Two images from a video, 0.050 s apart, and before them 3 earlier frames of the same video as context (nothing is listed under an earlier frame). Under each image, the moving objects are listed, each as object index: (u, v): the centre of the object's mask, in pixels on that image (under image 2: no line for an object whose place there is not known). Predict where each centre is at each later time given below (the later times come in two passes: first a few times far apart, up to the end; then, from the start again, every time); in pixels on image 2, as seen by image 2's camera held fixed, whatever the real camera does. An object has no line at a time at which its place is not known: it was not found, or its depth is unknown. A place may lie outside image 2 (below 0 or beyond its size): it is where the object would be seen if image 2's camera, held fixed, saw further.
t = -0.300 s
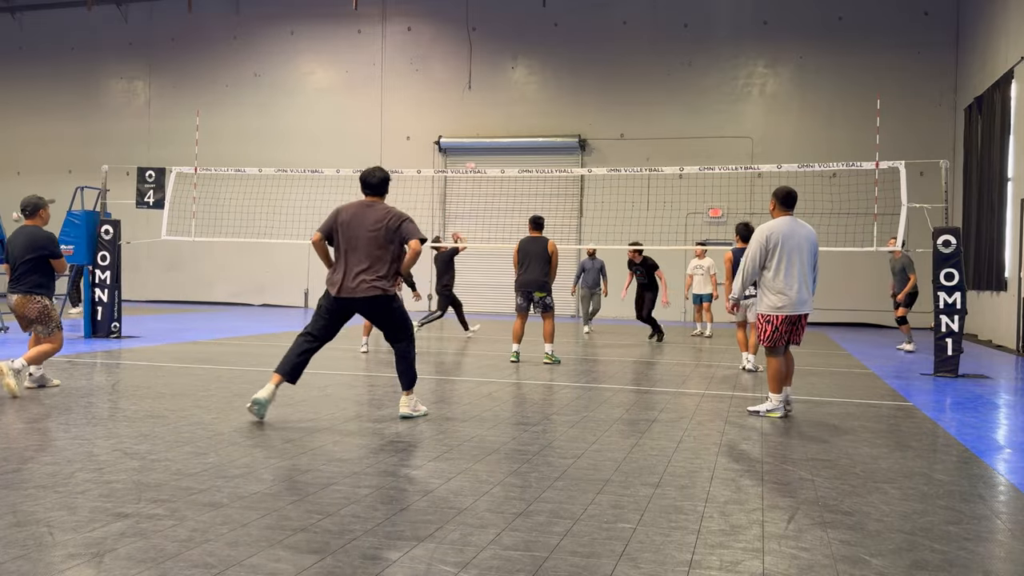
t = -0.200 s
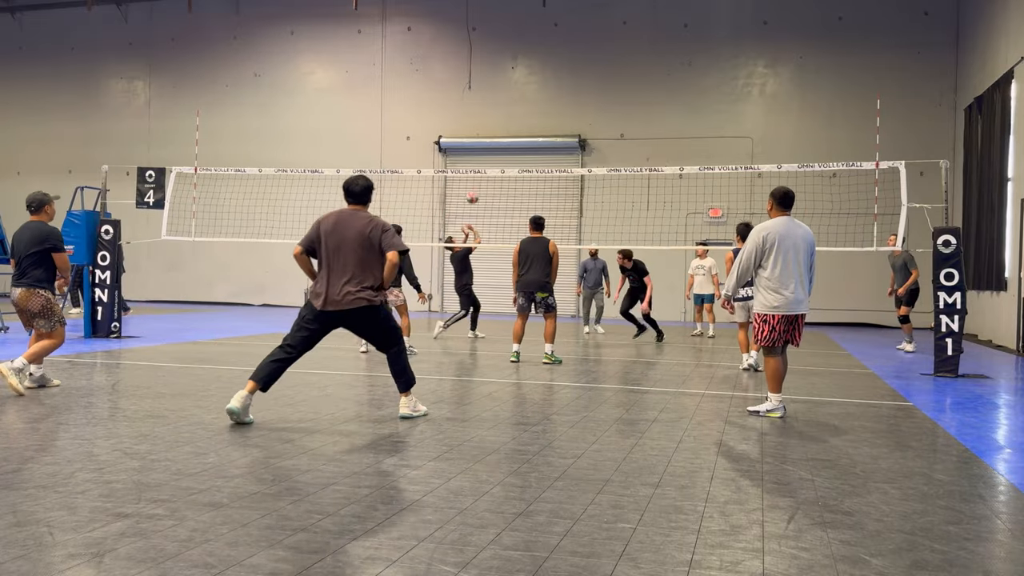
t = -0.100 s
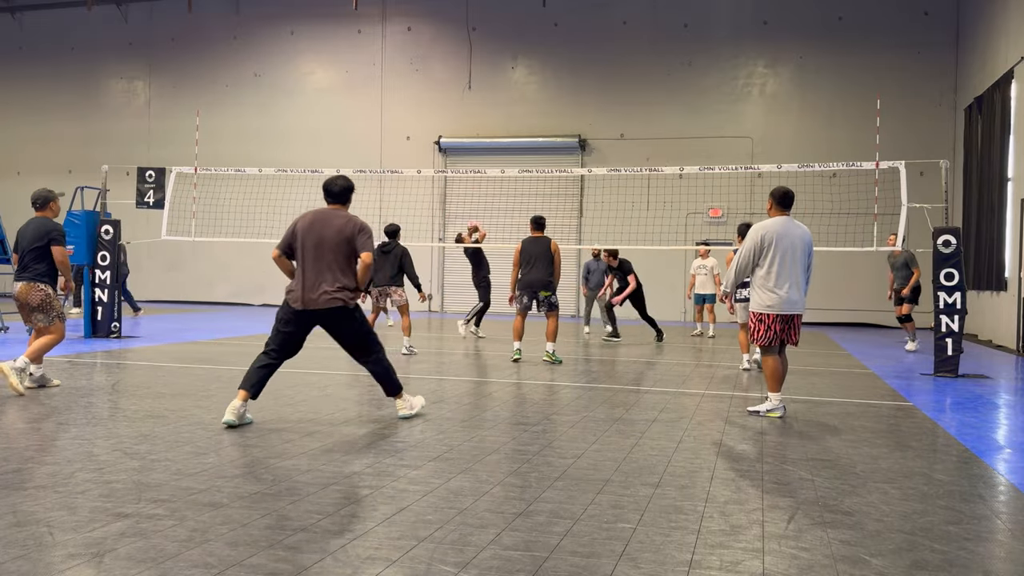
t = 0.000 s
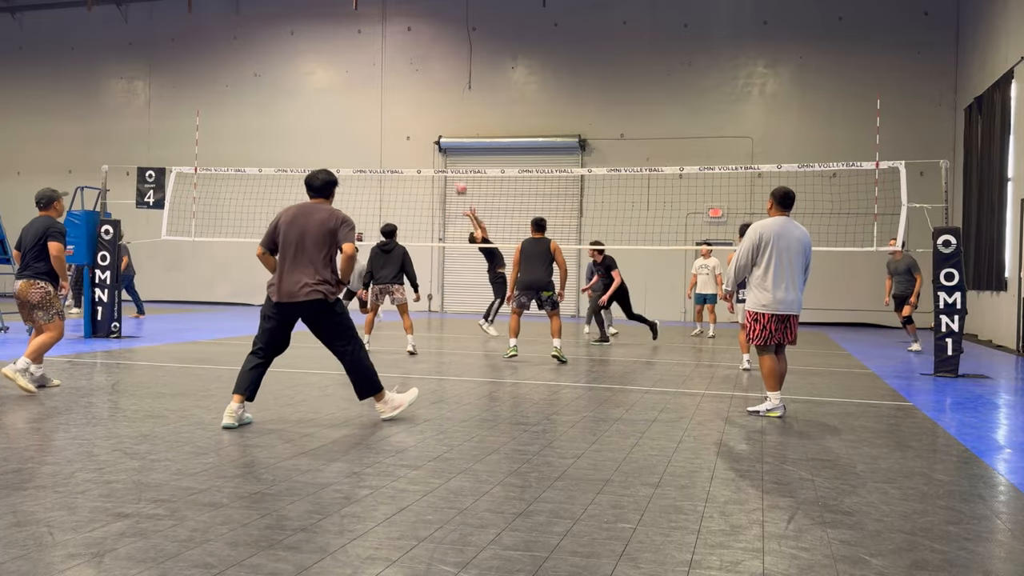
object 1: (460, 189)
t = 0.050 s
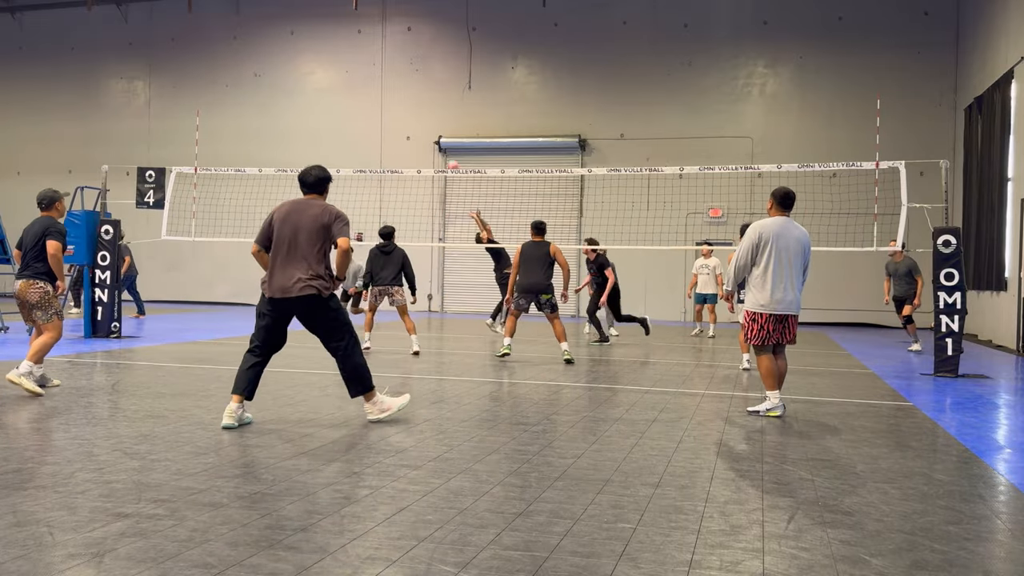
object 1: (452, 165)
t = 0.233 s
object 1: (423, 100)
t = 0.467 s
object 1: (386, 45)
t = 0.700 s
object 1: (347, 23)
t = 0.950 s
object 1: (305, 40)
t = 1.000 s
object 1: (297, 48)
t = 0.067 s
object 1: (449, 159)
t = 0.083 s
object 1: (447, 153)
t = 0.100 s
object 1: (444, 147)
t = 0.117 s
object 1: (441, 140)
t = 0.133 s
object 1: (439, 134)
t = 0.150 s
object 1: (437, 128)
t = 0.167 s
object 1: (434, 122)
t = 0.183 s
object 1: (431, 116)
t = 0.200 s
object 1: (429, 111)
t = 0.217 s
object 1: (426, 105)
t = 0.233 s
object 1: (423, 100)
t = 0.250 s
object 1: (421, 95)
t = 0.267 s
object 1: (418, 90)
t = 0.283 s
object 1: (415, 86)
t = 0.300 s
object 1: (413, 81)
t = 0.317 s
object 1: (410, 76)
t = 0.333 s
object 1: (408, 72)
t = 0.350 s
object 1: (405, 68)
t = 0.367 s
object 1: (402, 64)
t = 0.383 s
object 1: (399, 61)
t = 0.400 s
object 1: (397, 57)
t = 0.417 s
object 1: (394, 54)
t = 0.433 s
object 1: (391, 50)
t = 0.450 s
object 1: (389, 47)
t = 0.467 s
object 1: (386, 45)
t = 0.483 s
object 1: (383, 42)
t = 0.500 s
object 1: (381, 40)
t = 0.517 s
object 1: (378, 37)
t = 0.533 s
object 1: (375, 35)
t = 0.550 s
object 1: (372, 33)
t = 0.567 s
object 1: (369, 31)
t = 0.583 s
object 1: (367, 30)
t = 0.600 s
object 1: (364, 28)
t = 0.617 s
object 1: (361, 27)
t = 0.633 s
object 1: (359, 26)
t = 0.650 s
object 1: (356, 25)
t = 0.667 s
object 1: (353, 24)
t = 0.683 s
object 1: (350, 24)
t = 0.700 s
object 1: (347, 23)
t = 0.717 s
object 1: (345, 23)
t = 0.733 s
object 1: (342, 23)
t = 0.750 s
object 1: (339, 23)
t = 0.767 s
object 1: (336, 24)
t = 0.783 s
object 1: (333, 24)
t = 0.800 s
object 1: (331, 25)
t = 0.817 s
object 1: (328, 26)
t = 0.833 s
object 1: (325, 27)
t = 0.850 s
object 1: (322, 28)
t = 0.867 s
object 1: (320, 30)
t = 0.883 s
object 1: (317, 31)
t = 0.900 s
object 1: (314, 33)
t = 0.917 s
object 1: (311, 35)
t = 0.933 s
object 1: (308, 38)
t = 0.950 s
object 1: (305, 40)
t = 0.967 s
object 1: (302, 43)
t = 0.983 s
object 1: (300, 45)
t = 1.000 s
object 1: (297, 48)
